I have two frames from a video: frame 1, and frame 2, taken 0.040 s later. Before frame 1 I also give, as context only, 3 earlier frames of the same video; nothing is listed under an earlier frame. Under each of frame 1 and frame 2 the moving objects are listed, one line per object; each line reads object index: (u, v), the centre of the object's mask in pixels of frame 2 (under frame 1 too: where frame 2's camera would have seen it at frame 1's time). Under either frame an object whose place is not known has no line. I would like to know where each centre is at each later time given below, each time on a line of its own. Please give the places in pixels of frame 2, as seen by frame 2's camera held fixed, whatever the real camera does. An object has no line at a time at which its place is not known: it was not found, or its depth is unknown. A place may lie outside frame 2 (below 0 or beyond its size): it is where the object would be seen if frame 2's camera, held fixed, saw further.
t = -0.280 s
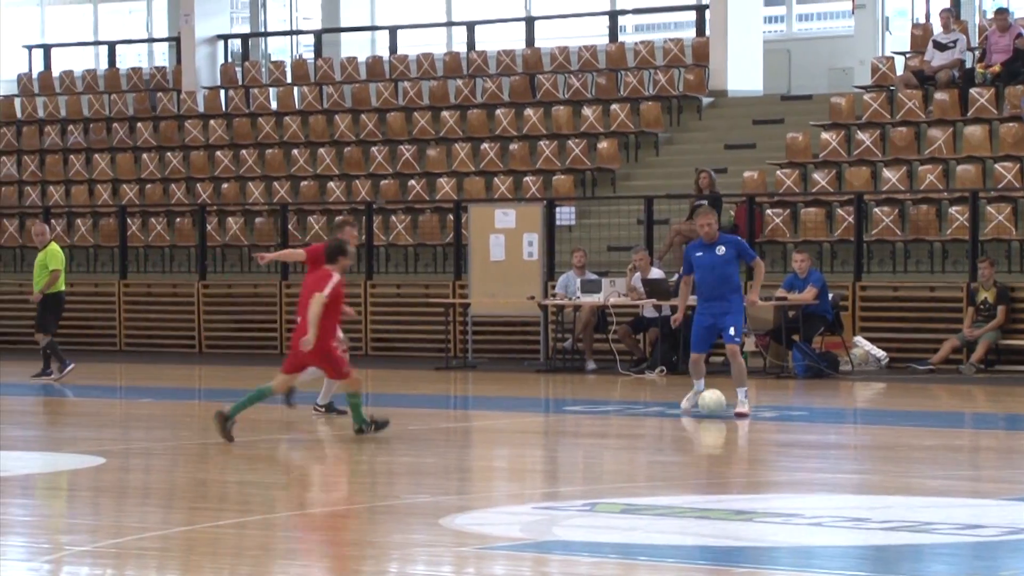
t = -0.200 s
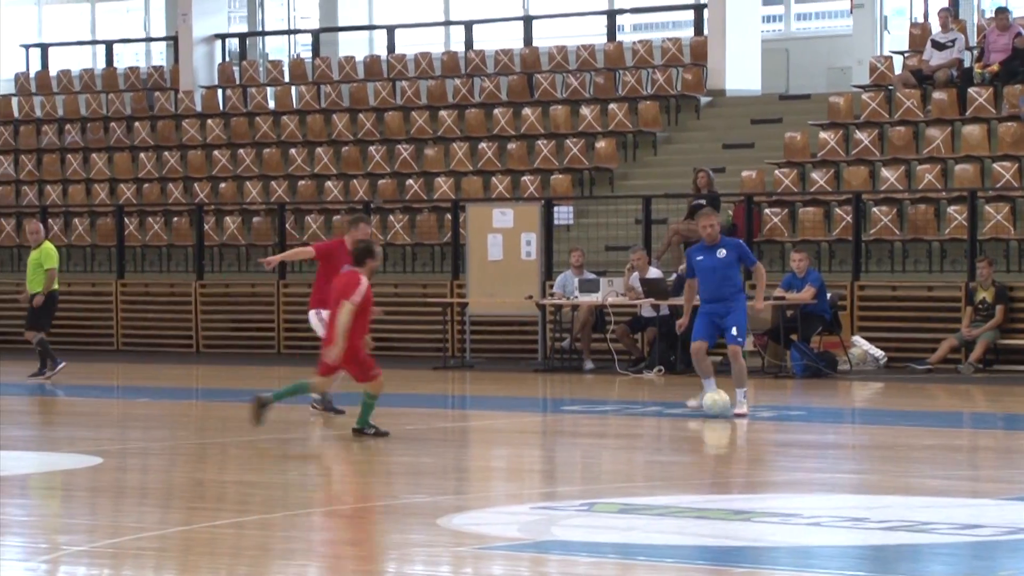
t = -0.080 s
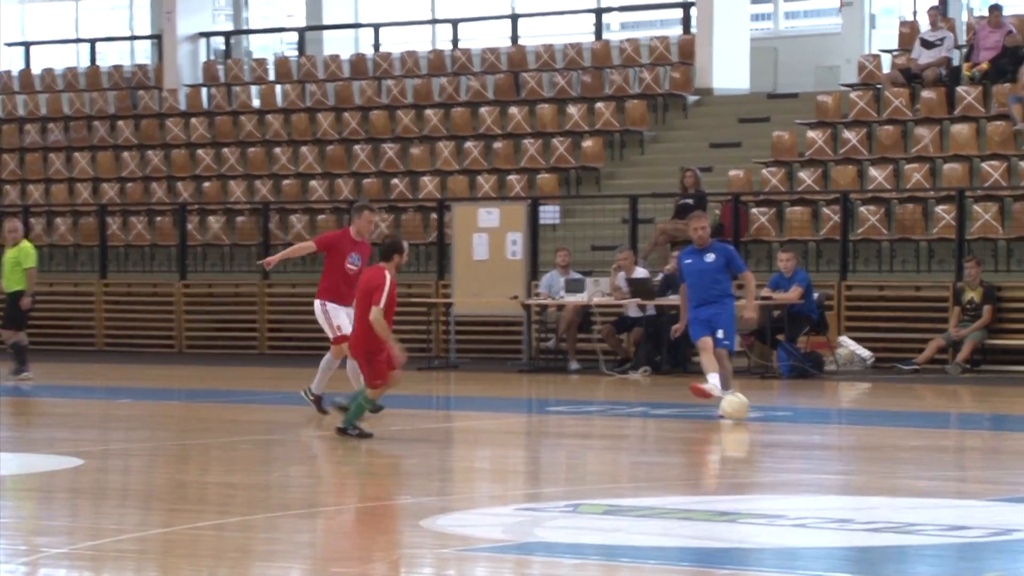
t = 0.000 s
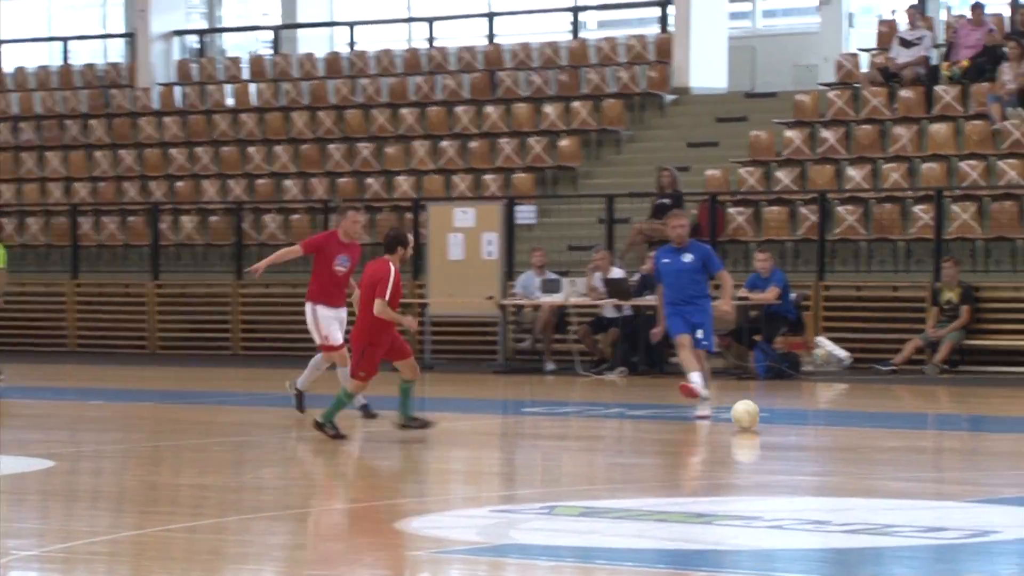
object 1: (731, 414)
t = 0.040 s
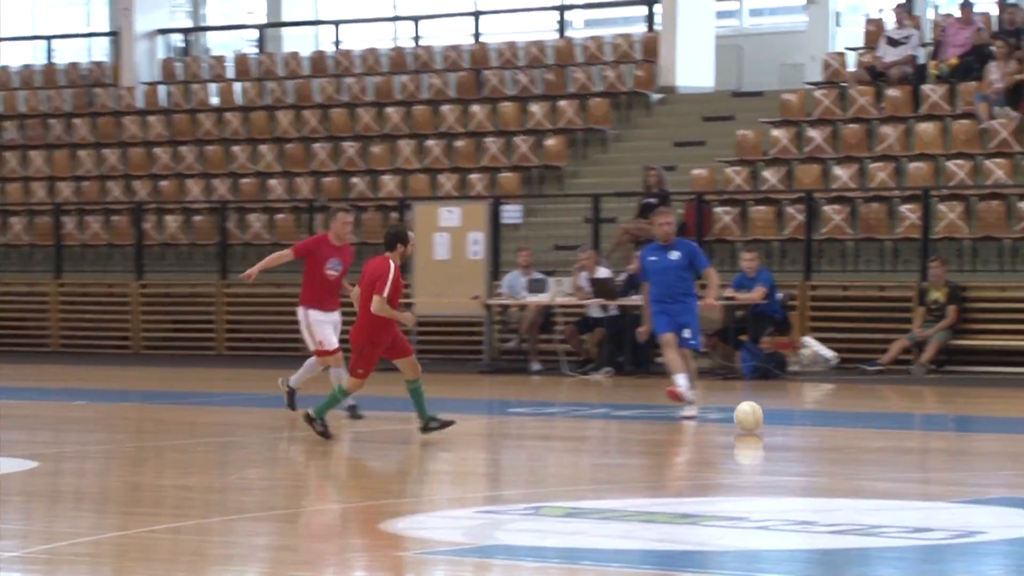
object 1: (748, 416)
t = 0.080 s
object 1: (765, 420)
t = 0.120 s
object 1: (782, 424)
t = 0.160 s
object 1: (799, 426)
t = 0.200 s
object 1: (816, 430)
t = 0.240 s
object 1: (834, 432)
